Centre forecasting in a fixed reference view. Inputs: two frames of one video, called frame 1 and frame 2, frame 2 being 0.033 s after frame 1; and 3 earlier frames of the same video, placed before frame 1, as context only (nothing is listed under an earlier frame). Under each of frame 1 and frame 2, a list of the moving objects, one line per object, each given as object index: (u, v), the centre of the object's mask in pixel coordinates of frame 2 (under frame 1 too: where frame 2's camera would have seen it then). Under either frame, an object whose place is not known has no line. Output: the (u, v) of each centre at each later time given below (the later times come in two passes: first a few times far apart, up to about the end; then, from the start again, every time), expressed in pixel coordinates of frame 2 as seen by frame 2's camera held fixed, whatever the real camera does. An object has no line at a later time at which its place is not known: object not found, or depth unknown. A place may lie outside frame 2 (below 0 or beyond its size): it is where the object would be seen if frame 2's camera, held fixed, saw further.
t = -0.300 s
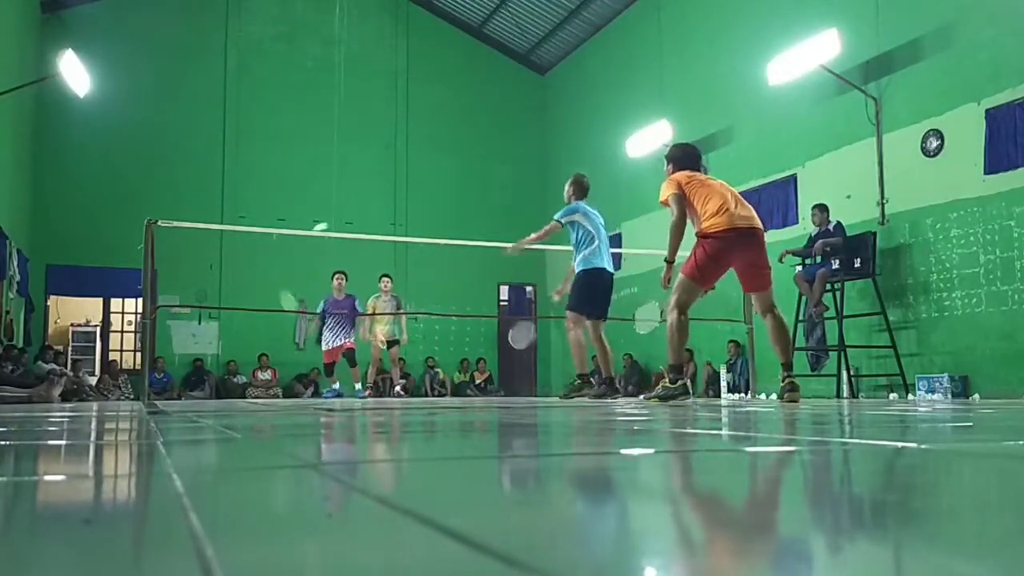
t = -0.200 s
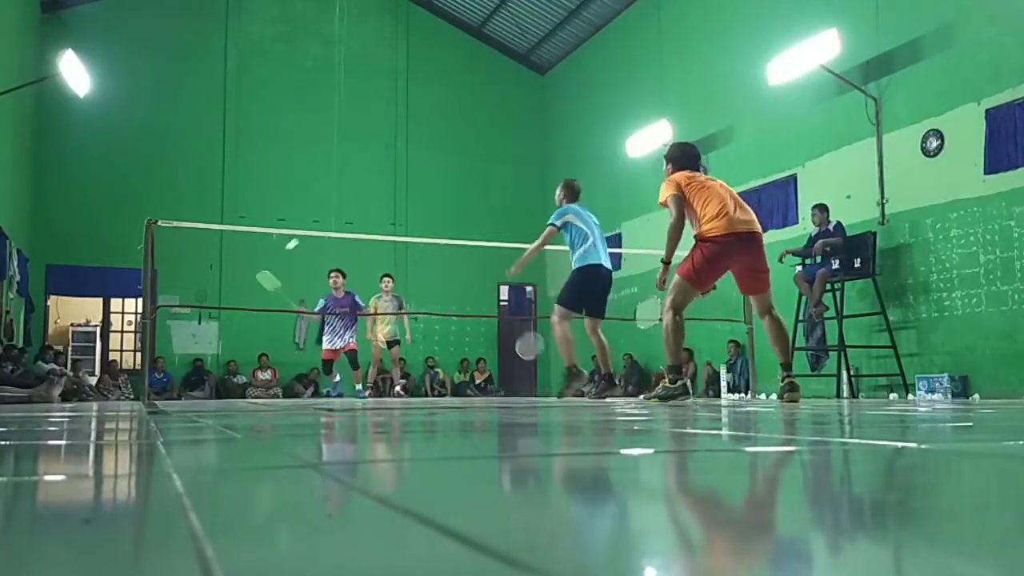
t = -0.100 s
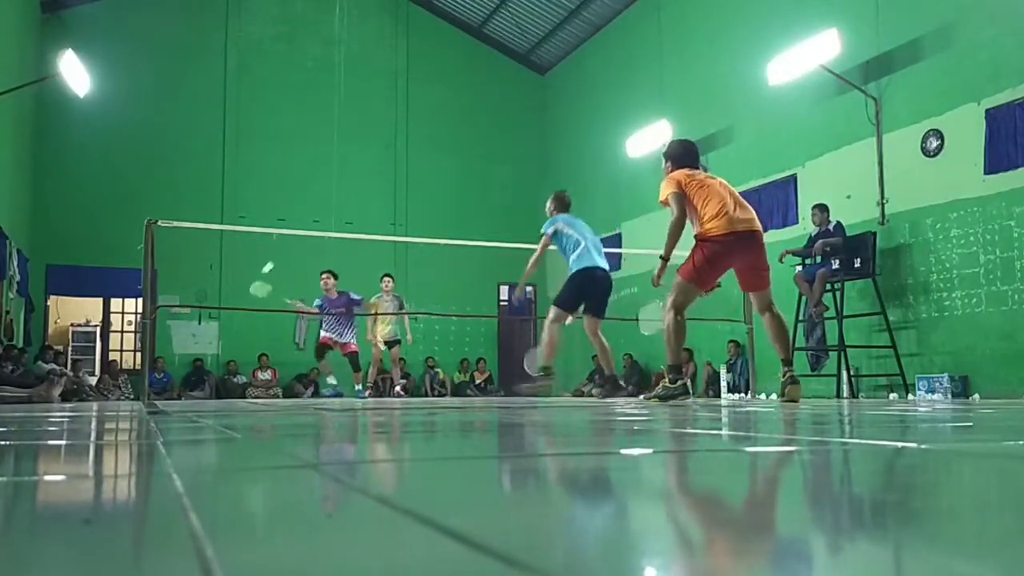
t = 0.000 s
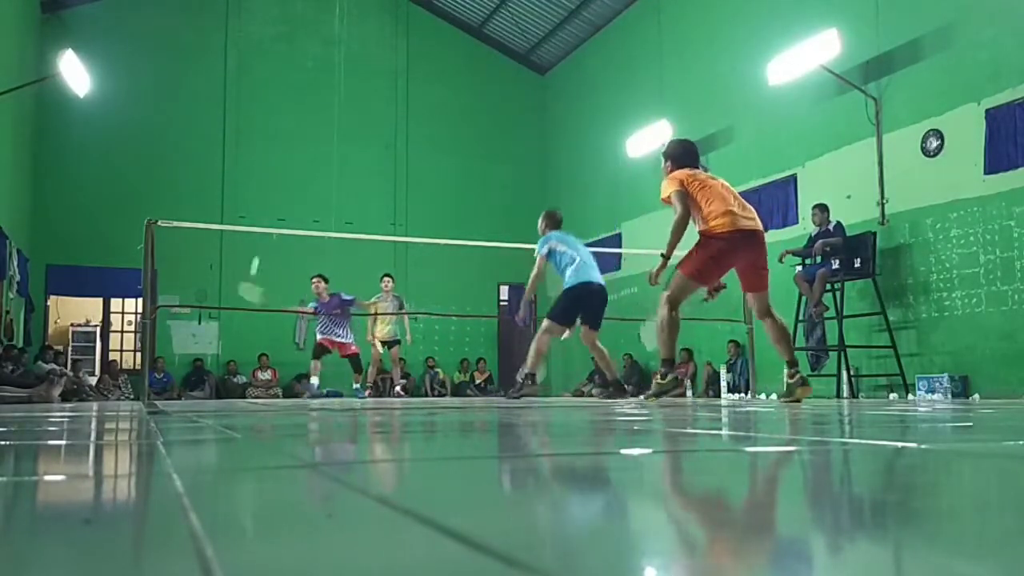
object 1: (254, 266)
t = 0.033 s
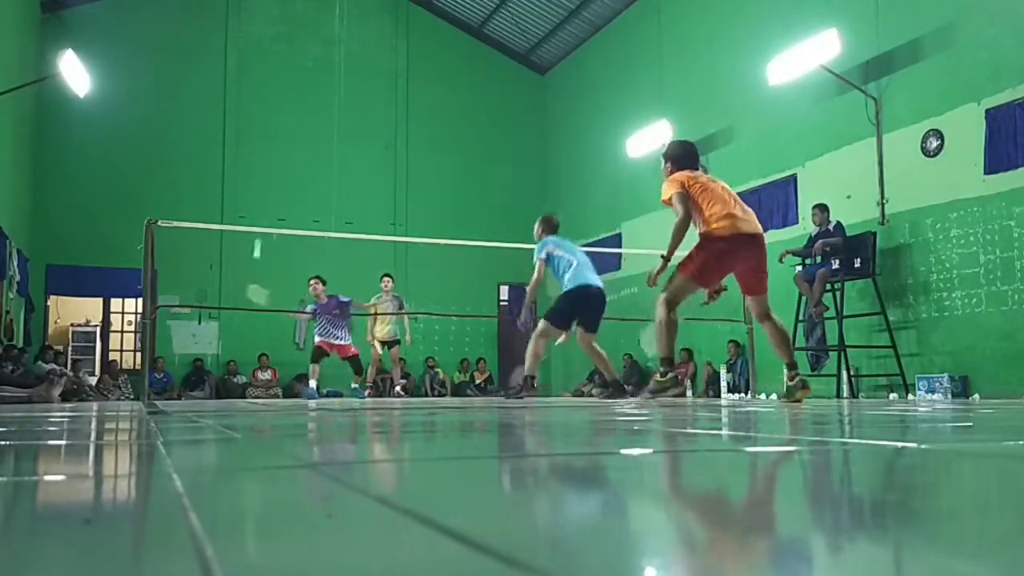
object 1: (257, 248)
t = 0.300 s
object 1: (267, 173)
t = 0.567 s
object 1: (279, 166)
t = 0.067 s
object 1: (260, 232)
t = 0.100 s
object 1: (263, 220)
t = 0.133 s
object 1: (266, 209)
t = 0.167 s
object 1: (267, 199)
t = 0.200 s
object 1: (268, 192)
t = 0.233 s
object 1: (268, 185)
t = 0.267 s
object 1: (267, 179)
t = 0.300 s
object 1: (267, 173)
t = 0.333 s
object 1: (268, 167)
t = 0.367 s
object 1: (269, 162)
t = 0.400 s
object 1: (271, 158)
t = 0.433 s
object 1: (273, 156)
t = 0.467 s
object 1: (276, 156)
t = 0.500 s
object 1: (277, 158)
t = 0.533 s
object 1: (278, 161)
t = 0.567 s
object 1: (279, 166)
